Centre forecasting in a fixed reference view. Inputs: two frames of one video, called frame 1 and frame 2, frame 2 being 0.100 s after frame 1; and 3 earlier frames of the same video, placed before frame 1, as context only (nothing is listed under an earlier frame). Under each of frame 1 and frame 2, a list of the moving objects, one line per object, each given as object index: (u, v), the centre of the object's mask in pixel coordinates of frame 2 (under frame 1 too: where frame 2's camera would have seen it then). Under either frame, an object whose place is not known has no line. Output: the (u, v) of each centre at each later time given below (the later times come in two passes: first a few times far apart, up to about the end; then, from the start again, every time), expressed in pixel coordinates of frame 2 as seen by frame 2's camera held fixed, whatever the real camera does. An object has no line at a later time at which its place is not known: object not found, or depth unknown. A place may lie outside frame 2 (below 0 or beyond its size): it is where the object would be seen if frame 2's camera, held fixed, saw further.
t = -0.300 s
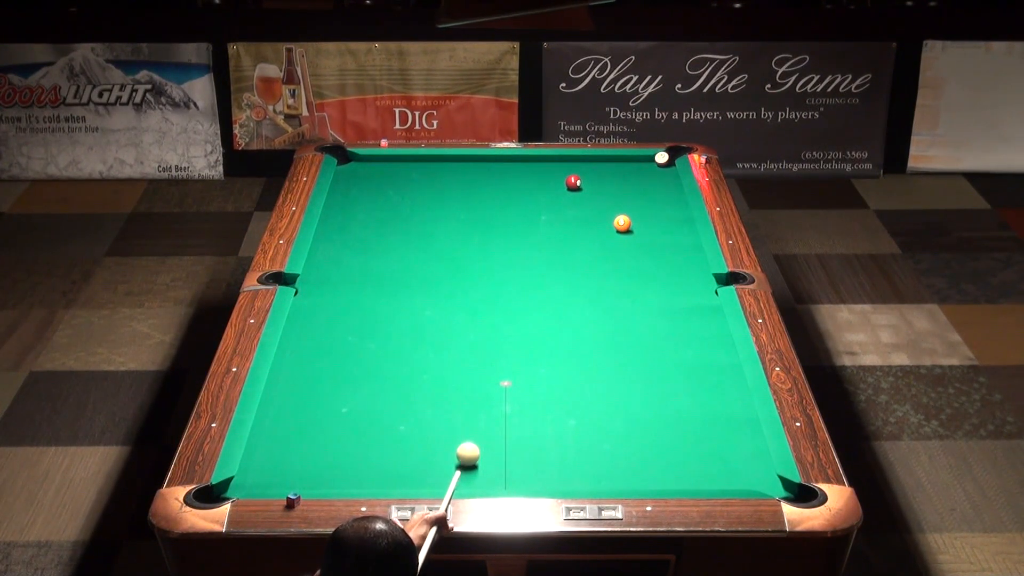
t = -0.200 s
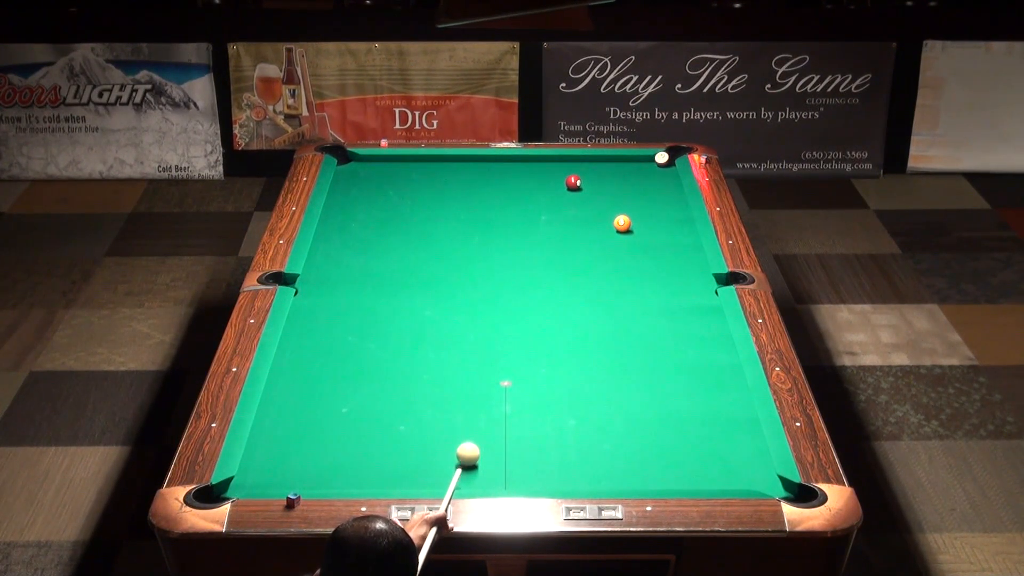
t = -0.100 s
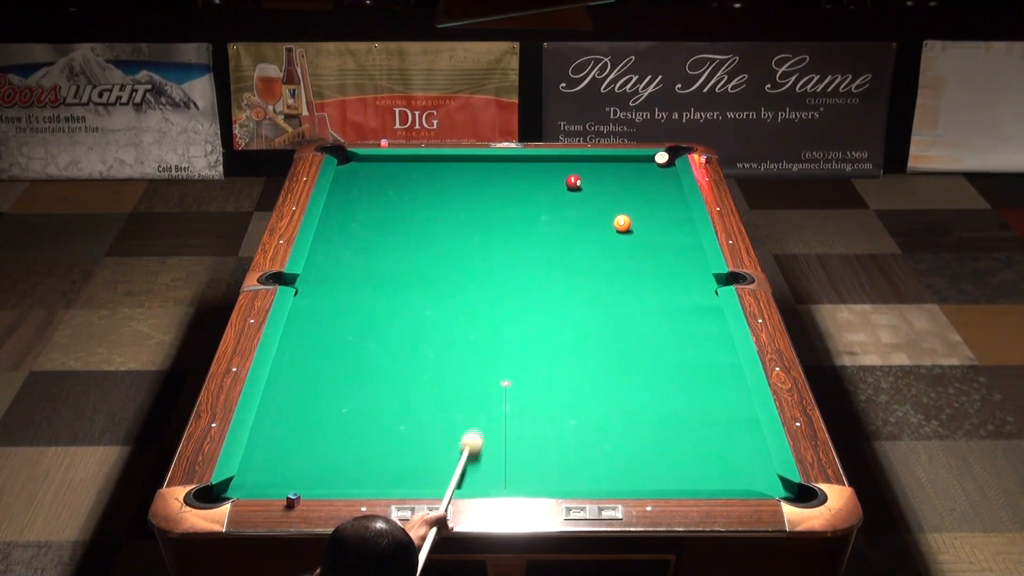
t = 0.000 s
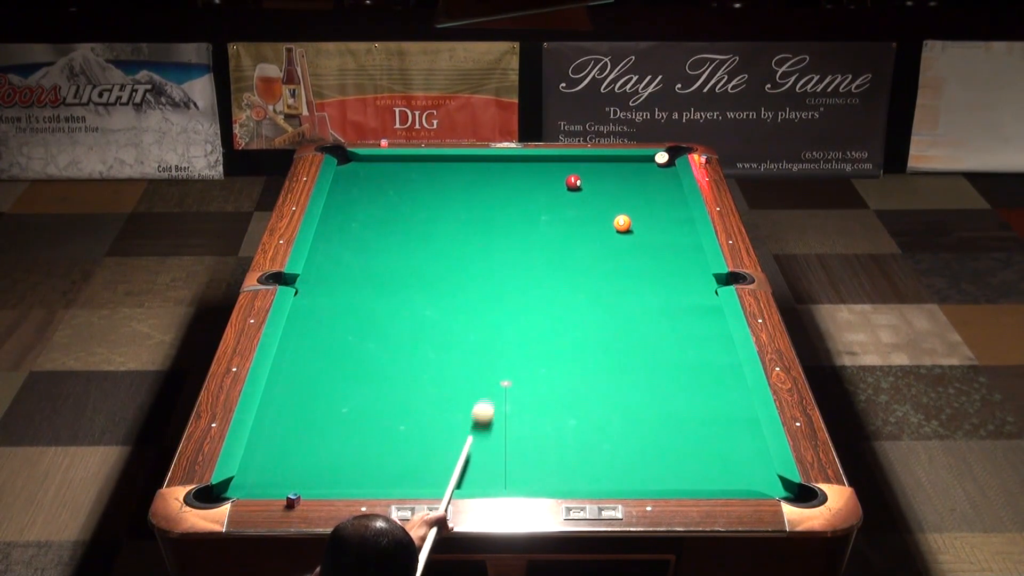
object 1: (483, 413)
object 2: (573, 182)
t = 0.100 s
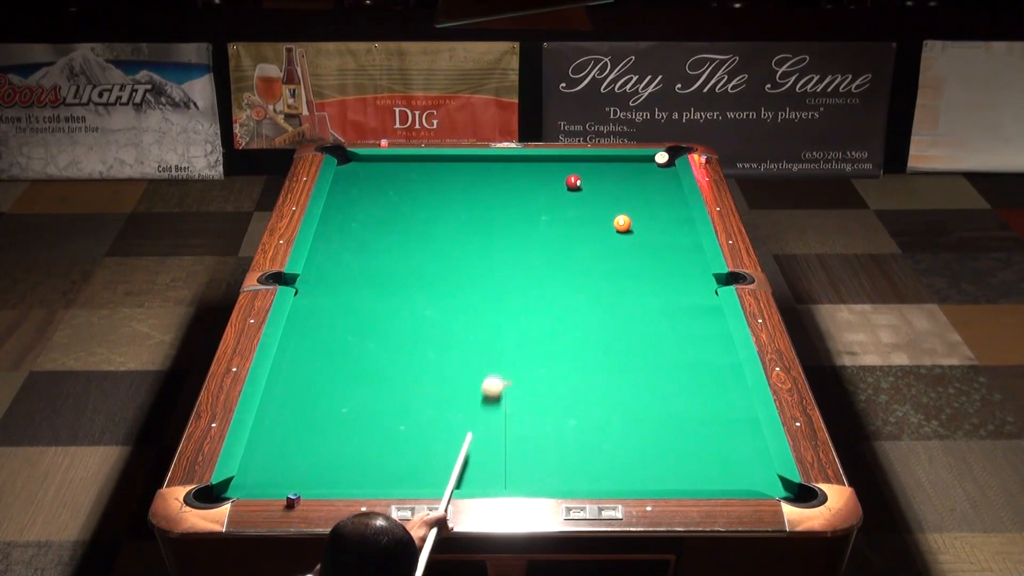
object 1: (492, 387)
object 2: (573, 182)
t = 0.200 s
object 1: (501, 363)
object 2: (573, 182)
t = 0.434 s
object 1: (519, 314)
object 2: (573, 182)
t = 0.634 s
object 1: (532, 277)
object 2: (573, 182)
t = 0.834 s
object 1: (544, 244)
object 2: (573, 182)
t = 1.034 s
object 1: (554, 216)
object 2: (573, 182)
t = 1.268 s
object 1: (564, 186)
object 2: (576, 180)
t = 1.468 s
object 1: (544, 179)
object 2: (599, 167)
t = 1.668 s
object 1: (527, 170)
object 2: (617, 158)
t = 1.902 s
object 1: (508, 161)
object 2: (630, 164)
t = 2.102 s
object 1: (495, 161)
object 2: (640, 169)
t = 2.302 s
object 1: (484, 165)
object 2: (651, 174)
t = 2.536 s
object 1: (472, 169)
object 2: (662, 180)
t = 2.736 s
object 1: (462, 173)
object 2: (672, 185)
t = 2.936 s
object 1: (452, 177)
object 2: (672, 188)
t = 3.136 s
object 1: (443, 180)
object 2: (670, 192)
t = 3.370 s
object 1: (432, 184)
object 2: (667, 196)
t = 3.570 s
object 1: (424, 187)
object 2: (665, 199)
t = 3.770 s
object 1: (416, 189)
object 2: (662, 201)
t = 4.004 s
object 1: (407, 193)
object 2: (660, 204)
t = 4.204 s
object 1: (401, 196)
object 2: (657, 206)
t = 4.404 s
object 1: (394, 198)
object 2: (656, 208)
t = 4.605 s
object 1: (388, 200)
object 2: (654, 210)
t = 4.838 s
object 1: (382, 202)
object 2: (652, 212)
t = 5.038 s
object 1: (377, 204)
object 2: (651, 213)
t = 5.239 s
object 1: (372, 206)
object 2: (649, 214)
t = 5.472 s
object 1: (368, 207)
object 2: (648, 215)
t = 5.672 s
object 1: (365, 208)
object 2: (647, 215)
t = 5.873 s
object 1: (362, 209)
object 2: (647, 215)
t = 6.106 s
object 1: (360, 210)
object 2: (647, 215)
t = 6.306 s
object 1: (359, 210)
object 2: (647, 215)
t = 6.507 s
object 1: (358, 211)
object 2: (647, 215)
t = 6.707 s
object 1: (358, 211)
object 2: (647, 215)
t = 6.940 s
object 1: (358, 211)
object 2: (647, 215)
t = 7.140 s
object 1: (358, 211)
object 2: (647, 215)
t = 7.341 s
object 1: (358, 211)
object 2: (647, 215)
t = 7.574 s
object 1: (358, 211)
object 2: (647, 215)
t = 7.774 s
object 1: (358, 211)
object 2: (647, 215)
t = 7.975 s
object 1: (358, 211)
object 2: (647, 215)
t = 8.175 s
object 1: (358, 211)
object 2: (647, 215)
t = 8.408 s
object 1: (358, 211)
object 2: (647, 215)
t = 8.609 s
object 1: (358, 211)
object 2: (647, 215)
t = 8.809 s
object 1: (358, 211)
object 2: (647, 215)
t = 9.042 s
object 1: (358, 211)
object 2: (647, 215)
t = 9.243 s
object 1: (358, 211)
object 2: (647, 215)
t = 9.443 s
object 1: (358, 211)
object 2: (647, 215)
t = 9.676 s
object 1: (358, 211)
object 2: (647, 215)
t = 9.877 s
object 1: (358, 211)
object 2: (647, 215)
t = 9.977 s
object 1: (358, 211)
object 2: (647, 215)
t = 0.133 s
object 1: (495, 378)
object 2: (573, 182)
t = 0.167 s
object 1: (498, 371)
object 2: (573, 182)
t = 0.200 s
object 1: (501, 363)
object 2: (573, 182)
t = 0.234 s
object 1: (503, 355)
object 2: (573, 182)
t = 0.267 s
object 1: (506, 349)
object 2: (573, 182)
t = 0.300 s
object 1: (509, 341)
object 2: (573, 182)
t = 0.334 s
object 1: (511, 334)
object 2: (573, 182)
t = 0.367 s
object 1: (514, 327)
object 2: (573, 182)
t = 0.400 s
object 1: (516, 320)
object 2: (573, 182)
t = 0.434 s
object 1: (519, 314)
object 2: (573, 182)
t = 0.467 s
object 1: (521, 307)
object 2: (573, 182)
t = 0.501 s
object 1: (523, 301)
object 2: (573, 182)
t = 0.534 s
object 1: (526, 295)
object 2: (573, 182)
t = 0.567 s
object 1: (528, 288)
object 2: (573, 182)
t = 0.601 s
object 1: (530, 283)
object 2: (573, 182)
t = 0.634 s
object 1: (532, 277)
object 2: (573, 182)
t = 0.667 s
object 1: (534, 271)
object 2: (573, 182)
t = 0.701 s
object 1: (536, 266)
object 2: (573, 182)
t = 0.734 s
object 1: (538, 260)
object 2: (573, 182)
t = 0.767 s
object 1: (540, 255)
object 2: (573, 182)
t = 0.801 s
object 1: (542, 250)
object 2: (573, 182)
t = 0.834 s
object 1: (544, 244)
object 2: (573, 182)
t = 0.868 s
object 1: (545, 240)
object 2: (573, 182)
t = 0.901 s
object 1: (547, 235)
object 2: (573, 182)
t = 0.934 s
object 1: (549, 230)
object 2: (573, 182)
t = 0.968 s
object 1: (551, 225)
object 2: (573, 182)
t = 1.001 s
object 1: (553, 220)
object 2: (573, 182)
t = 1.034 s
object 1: (554, 216)
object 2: (573, 182)
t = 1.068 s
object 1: (556, 211)
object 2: (573, 182)
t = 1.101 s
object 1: (557, 207)
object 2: (573, 182)
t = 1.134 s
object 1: (559, 202)
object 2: (573, 182)
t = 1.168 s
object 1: (561, 198)
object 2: (573, 182)
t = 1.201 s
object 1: (562, 194)
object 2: (574, 182)
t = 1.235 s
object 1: (563, 190)
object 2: (574, 181)
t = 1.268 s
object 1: (564, 186)
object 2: (576, 180)
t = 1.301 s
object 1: (560, 185)
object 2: (579, 178)
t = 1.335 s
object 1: (556, 184)
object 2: (584, 176)
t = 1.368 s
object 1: (553, 183)
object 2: (588, 174)
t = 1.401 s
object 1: (550, 181)
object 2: (592, 172)
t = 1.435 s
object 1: (547, 180)
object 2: (596, 169)
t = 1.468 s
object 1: (544, 179)
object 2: (599, 167)
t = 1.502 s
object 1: (541, 177)
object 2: (602, 166)
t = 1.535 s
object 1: (538, 176)
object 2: (605, 164)
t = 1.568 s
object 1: (535, 174)
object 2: (608, 162)
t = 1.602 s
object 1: (532, 173)
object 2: (611, 161)
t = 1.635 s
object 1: (529, 171)
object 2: (614, 159)
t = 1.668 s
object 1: (527, 170)
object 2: (617, 158)
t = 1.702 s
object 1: (524, 169)
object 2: (619, 159)
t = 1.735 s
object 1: (521, 167)
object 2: (621, 160)
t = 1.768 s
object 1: (519, 166)
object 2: (622, 161)
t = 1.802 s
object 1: (516, 165)
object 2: (624, 162)
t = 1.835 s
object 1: (513, 163)
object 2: (626, 162)
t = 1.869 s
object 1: (511, 162)
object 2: (628, 163)
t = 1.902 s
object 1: (508, 161)
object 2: (630, 164)
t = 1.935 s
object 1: (506, 159)
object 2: (631, 165)
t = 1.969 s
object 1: (503, 159)
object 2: (633, 166)
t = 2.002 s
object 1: (501, 159)
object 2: (635, 167)
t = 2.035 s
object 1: (499, 160)
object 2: (637, 168)
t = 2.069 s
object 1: (497, 160)
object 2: (639, 169)
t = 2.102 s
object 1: (495, 161)
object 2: (640, 169)
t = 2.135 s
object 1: (494, 162)
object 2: (642, 170)
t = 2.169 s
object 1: (492, 162)
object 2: (644, 171)
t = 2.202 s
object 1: (490, 163)
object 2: (645, 172)
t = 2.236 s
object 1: (488, 164)
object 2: (647, 173)
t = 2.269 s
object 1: (486, 164)
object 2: (649, 173)
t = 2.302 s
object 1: (484, 165)
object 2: (651, 174)
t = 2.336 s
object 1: (483, 166)
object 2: (652, 175)
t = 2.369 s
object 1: (481, 166)
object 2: (654, 176)
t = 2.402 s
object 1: (479, 167)
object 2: (656, 177)
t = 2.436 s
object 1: (477, 167)
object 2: (657, 178)
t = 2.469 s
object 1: (476, 168)
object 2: (659, 178)
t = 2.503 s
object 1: (474, 169)
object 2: (661, 179)
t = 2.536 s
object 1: (472, 169)
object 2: (662, 180)
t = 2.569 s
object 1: (470, 170)
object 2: (664, 181)
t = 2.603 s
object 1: (469, 171)
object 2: (666, 182)
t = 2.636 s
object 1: (467, 171)
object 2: (667, 182)
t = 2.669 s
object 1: (465, 172)
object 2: (669, 183)
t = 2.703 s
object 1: (464, 172)
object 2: (671, 184)
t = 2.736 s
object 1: (462, 173)
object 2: (672, 185)
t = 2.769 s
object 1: (460, 173)
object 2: (674, 185)
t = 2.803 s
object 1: (459, 174)
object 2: (674, 186)
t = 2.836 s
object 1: (457, 175)
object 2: (674, 187)
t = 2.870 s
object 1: (455, 175)
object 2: (674, 187)
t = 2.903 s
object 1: (454, 176)
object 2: (673, 188)
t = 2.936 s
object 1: (452, 177)
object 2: (672, 188)
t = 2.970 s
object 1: (450, 177)
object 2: (672, 189)
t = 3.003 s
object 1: (449, 178)
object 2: (671, 189)
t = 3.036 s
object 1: (447, 178)
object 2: (671, 190)
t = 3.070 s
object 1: (446, 179)
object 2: (671, 191)
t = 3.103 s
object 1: (444, 179)
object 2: (670, 191)
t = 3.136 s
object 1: (443, 180)
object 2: (670, 192)
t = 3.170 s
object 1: (441, 180)
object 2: (670, 192)
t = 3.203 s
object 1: (440, 181)
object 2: (669, 193)
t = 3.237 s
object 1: (438, 181)
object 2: (669, 193)
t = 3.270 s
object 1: (437, 182)
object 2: (668, 194)
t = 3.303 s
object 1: (435, 183)
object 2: (668, 194)
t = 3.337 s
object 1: (434, 183)
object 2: (667, 195)
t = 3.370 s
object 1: (432, 184)
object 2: (667, 196)
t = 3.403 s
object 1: (431, 184)
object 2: (667, 196)
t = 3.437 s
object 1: (429, 185)
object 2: (666, 196)
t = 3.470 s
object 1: (428, 185)
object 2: (666, 197)
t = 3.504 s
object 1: (427, 186)
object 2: (666, 198)
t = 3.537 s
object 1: (425, 186)
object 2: (665, 198)
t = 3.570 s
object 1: (424, 187)
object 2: (665, 199)
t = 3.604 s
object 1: (423, 187)
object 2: (664, 199)
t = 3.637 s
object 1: (421, 188)
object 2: (664, 200)
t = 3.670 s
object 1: (420, 188)
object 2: (664, 200)
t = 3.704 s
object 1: (419, 189)
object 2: (663, 200)
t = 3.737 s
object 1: (417, 189)
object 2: (663, 201)
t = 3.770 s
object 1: (416, 189)
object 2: (662, 201)
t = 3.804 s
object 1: (415, 190)
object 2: (662, 201)
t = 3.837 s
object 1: (413, 191)
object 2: (662, 202)
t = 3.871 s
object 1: (412, 191)
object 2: (661, 203)
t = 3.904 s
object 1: (411, 192)
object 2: (661, 203)
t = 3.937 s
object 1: (410, 192)
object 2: (661, 203)
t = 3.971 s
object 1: (409, 192)
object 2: (660, 204)
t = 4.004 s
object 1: (407, 193)
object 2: (660, 204)
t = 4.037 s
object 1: (406, 193)
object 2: (659, 204)
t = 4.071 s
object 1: (405, 194)
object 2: (659, 205)
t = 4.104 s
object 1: (404, 194)
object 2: (659, 205)
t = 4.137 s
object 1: (403, 195)
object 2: (658, 206)
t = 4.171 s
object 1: (402, 195)
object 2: (658, 206)
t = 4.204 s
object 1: (401, 196)
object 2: (657, 206)
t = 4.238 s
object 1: (400, 196)
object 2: (657, 207)
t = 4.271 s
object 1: (398, 196)
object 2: (657, 207)
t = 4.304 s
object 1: (397, 197)
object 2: (657, 207)
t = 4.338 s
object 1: (396, 197)
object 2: (656, 207)
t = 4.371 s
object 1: (395, 197)
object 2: (656, 208)
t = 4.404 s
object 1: (394, 198)
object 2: (656, 208)
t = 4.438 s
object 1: (393, 198)
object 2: (655, 208)
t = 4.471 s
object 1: (392, 199)
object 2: (655, 209)
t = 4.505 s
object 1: (391, 199)
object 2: (655, 209)
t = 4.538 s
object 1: (390, 199)
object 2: (654, 210)
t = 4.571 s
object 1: (389, 200)
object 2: (654, 210)
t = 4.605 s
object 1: (388, 200)
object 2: (654, 210)
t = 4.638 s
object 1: (387, 200)
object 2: (653, 210)
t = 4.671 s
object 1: (386, 201)
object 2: (653, 210)
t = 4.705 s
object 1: (385, 201)
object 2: (653, 211)
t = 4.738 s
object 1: (384, 201)
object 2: (653, 211)
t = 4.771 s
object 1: (383, 202)
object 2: (652, 211)
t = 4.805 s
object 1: (383, 202)
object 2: (652, 212)
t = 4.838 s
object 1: (382, 202)
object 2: (652, 212)
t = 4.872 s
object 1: (381, 202)
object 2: (652, 212)
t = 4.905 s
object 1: (380, 203)
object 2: (651, 212)
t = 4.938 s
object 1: (379, 203)
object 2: (651, 212)
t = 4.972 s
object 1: (378, 203)
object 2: (651, 213)
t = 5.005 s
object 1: (377, 204)
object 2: (651, 213)
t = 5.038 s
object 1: (377, 204)
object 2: (651, 213)
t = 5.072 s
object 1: (376, 204)
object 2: (650, 213)
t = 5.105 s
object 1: (375, 205)
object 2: (650, 213)
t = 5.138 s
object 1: (374, 205)
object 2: (650, 213)
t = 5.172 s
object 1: (374, 205)
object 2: (650, 214)
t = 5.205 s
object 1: (373, 205)
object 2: (649, 214)
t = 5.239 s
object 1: (372, 206)
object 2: (649, 214)
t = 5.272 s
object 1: (372, 206)
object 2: (649, 214)
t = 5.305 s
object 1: (371, 206)
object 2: (649, 214)
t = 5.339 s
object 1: (371, 206)
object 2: (649, 214)
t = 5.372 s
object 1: (370, 207)
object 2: (648, 214)
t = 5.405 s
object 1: (369, 207)
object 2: (648, 214)
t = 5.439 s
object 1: (369, 207)
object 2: (648, 214)
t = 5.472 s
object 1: (368, 207)
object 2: (648, 215)
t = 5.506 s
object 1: (368, 207)
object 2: (648, 215)
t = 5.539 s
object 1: (367, 207)
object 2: (648, 215)
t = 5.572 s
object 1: (366, 208)
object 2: (648, 215)
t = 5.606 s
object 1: (366, 208)
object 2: (647, 215)
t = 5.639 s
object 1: (365, 208)
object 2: (647, 215)
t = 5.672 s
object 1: (365, 208)
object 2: (647, 215)
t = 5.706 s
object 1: (364, 208)
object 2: (647, 215)
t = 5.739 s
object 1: (364, 208)
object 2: (647, 215)
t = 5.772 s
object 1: (364, 209)
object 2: (647, 215)
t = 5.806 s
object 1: (363, 209)
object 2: (647, 215)
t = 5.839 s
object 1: (363, 209)
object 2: (647, 215)
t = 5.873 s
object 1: (362, 209)
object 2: (647, 215)
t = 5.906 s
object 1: (362, 209)
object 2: (647, 215)
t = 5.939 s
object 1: (362, 209)
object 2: (647, 215)
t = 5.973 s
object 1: (361, 209)
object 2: (647, 215)
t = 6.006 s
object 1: (361, 210)
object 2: (647, 215)
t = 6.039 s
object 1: (361, 210)
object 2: (647, 215)
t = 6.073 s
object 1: (361, 210)
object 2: (647, 215)
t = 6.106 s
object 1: (360, 210)
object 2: (647, 215)
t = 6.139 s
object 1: (360, 210)
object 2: (647, 215)
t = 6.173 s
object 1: (360, 210)
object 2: (647, 215)
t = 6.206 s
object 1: (360, 210)
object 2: (647, 215)
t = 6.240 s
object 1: (359, 210)
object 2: (647, 215)
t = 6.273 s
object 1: (359, 210)
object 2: (647, 215)
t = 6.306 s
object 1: (359, 210)
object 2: (647, 215)
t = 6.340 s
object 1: (359, 210)
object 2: (647, 215)
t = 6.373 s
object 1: (359, 210)
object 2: (647, 215)
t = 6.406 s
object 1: (358, 210)
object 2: (647, 215)
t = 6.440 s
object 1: (358, 211)
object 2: (647, 215)
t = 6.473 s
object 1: (358, 211)
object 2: (647, 215)
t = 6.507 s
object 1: (358, 211)
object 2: (647, 215)
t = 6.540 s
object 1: (358, 211)
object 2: (647, 215)
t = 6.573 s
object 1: (358, 211)
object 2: (647, 215)
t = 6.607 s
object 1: (358, 211)
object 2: (647, 215)
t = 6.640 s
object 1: (358, 211)
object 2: (647, 215)
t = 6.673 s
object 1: (358, 211)
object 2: (647, 215)
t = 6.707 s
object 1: (358, 211)
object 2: (647, 215)
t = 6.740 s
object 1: (358, 211)
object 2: (647, 215)
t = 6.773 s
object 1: (358, 211)
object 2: (647, 215)
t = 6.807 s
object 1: (358, 211)
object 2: (647, 215)
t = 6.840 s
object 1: (358, 211)
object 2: (647, 215)
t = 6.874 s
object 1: (358, 211)
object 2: (647, 215)
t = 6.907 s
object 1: (358, 211)
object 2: (647, 215)
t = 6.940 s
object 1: (358, 211)
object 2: (647, 215)
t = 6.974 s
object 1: (358, 211)
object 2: (647, 215)
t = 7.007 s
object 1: (358, 211)
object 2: (647, 215)
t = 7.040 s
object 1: (358, 211)
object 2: (647, 215)
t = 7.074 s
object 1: (358, 211)
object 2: (647, 215)
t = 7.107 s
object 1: (358, 211)
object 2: (647, 215)
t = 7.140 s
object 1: (358, 211)
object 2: (647, 215)
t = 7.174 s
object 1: (358, 211)
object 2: (647, 215)
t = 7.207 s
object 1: (358, 211)
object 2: (647, 215)
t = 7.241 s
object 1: (358, 211)
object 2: (647, 215)
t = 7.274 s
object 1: (358, 211)
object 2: (647, 215)
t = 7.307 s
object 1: (358, 211)
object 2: (647, 215)
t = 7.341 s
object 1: (358, 211)
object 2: (647, 215)
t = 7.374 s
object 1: (358, 211)
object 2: (647, 215)
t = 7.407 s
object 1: (358, 211)
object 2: (647, 215)
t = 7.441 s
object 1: (358, 211)
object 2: (647, 215)
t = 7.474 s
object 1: (358, 211)
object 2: (647, 215)
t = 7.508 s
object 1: (358, 211)
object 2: (647, 215)
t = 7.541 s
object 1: (358, 211)
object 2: (647, 215)
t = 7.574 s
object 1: (358, 211)
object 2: (647, 215)
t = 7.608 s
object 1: (358, 211)
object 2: (647, 215)
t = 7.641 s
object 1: (358, 211)
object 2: (647, 215)
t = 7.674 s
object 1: (358, 211)
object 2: (647, 215)
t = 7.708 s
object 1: (358, 211)
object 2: (647, 215)
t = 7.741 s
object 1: (358, 211)
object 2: (647, 215)
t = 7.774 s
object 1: (358, 211)
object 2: (647, 215)
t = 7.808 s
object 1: (358, 211)
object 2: (647, 215)
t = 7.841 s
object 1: (358, 211)
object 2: (647, 215)
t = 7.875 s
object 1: (358, 211)
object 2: (647, 215)
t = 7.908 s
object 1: (358, 211)
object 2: (647, 215)
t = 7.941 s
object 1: (358, 211)
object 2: (647, 215)
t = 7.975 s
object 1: (358, 211)
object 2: (647, 215)
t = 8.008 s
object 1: (358, 211)
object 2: (647, 215)
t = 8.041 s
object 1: (358, 211)
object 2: (647, 215)
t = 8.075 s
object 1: (358, 211)
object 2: (647, 215)
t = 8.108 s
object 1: (358, 211)
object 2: (647, 215)
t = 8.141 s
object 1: (358, 211)
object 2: (647, 215)
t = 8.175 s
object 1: (358, 211)
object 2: (647, 215)
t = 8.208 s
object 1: (358, 211)
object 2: (647, 215)
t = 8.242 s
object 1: (358, 211)
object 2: (647, 215)
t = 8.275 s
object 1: (358, 211)
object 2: (647, 215)
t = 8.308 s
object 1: (358, 211)
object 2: (647, 215)
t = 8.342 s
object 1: (358, 211)
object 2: (647, 215)
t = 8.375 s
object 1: (358, 211)
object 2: (647, 215)
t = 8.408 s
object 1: (358, 211)
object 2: (647, 215)
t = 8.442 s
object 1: (358, 211)
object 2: (647, 215)
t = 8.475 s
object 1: (358, 211)
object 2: (647, 215)
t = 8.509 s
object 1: (358, 211)
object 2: (647, 215)
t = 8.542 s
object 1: (358, 211)
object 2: (647, 215)
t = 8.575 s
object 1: (358, 211)
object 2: (647, 215)
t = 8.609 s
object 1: (358, 211)
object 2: (647, 215)
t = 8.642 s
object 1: (358, 211)
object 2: (647, 215)
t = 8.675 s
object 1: (358, 211)
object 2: (647, 215)
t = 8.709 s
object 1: (358, 211)
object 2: (647, 215)
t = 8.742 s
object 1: (358, 211)
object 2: (647, 215)
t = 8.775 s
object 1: (358, 211)
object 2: (647, 215)
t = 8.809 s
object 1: (358, 211)
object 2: (647, 215)
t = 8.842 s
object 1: (358, 211)
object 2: (647, 215)
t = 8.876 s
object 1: (358, 211)
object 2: (647, 215)
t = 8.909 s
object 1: (358, 211)
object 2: (647, 215)
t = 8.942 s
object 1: (358, 211)
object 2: (647, 215)
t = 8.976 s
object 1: (358, 211)
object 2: (647, 215)
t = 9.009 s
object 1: (358, 211)
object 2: (647, 215)
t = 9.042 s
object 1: (358, 211)
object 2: (647, 215)
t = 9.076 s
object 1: (358, 211)
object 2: (647, 215)
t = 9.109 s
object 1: (358, 211)
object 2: (647, 215)
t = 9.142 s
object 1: (358, 211)
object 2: (647, 215)
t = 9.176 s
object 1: (358, 211)
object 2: (647, 215)
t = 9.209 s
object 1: (358, 211)
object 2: (647, 215)
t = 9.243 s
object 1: (358, 211)
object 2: (647, 215)
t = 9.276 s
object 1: (358, 211)
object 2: (647, 215)
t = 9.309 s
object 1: (358, 211)
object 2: (647, 215)
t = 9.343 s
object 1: (358, 211)
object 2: (647, 215)
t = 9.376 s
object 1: (358, 211)
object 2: (647, 215)
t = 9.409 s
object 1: (358, 211)
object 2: (647, 215)
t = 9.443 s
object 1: (358, 211)
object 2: (647, 215)
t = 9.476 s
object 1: (358, 211)
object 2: (647, 215)
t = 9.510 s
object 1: (358, 211)
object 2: (647, 215)
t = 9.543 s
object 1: (358, 211)
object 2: (647, 215)
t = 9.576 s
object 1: (358, 211)
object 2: (647, 215)
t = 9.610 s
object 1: (358, 211)
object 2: (647, 215)
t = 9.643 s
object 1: (358, 211)
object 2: (647, 216)
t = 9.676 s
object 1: (358, 211)
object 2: (647, 215)
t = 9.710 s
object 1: (358, 211)
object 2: (647, 215)
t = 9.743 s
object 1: (358, 211)
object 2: (647, 215)
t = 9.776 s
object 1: (358, 211)
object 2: (647, 215)
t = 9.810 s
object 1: (358, 211)
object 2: (647, 215)
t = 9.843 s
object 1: (358, 211)
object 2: (647, 215)
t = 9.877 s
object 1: (358, 211)
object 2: (647, 215)
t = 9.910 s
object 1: (358, 211)
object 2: (647, 215)
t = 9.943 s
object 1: (358, 211)
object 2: (647, 215)
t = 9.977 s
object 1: (358, 211)
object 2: (647, 215)
